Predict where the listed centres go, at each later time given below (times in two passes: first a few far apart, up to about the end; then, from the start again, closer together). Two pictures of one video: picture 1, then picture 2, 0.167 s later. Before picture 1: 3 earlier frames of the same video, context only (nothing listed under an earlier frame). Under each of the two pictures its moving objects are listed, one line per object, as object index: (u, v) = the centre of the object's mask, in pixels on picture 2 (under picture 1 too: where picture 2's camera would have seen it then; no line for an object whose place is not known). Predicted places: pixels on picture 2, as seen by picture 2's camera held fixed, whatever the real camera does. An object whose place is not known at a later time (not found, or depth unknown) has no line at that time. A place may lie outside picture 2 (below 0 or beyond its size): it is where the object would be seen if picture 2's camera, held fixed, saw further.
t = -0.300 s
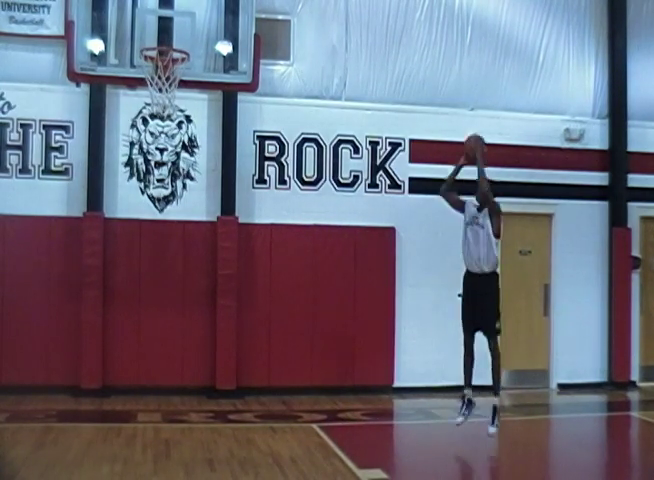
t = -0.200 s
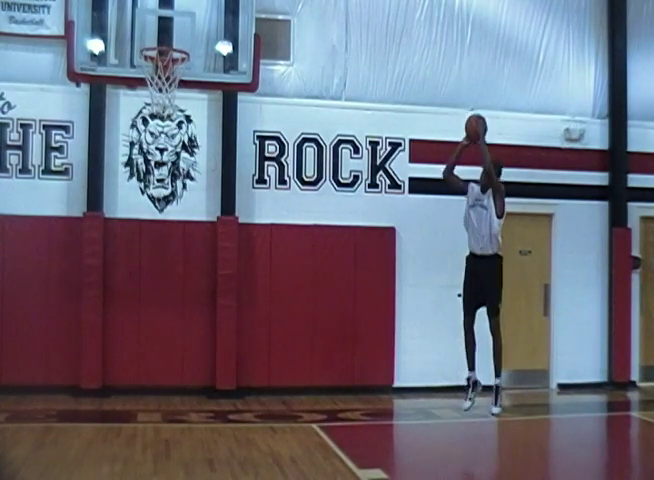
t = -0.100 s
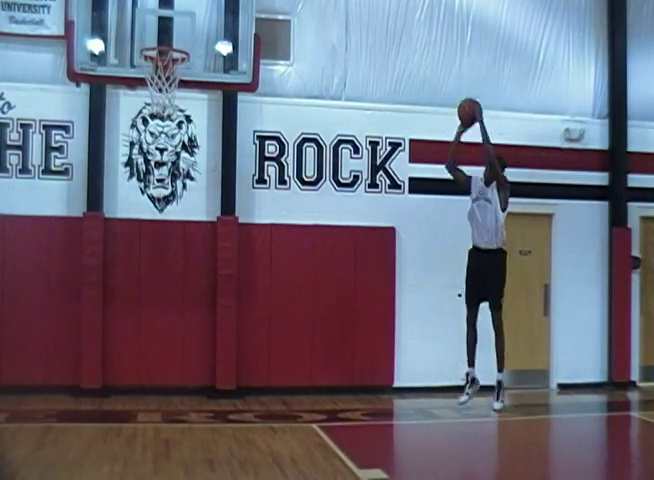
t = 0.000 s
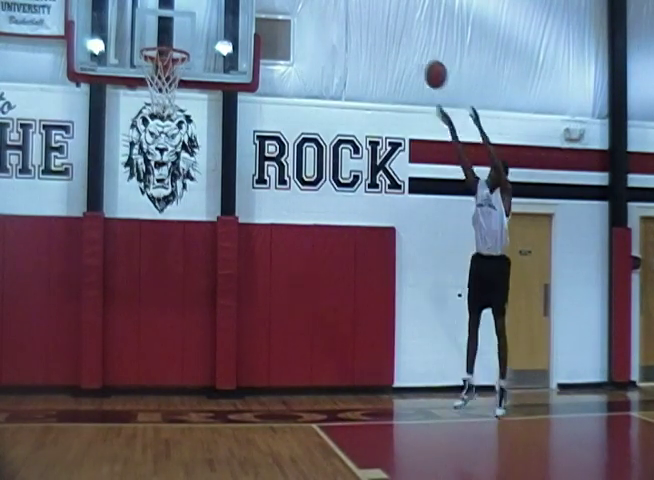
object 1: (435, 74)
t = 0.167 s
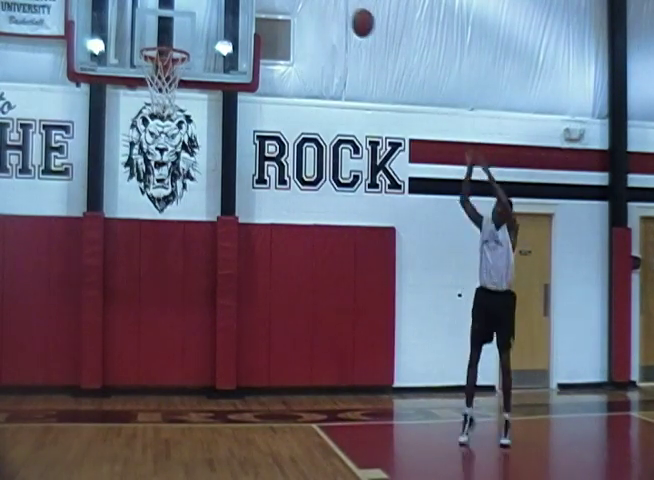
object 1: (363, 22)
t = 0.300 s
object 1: (301, 8)
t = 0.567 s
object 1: (172, 32)
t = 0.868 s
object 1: (237, 36)
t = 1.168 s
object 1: (347, 134)
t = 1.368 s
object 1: (419, 271)
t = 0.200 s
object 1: (347, 16)
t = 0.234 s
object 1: (332, 12)
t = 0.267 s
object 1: (317, 9)
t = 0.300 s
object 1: (301, 8)
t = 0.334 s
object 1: (286, 7)
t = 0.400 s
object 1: (254, 8)
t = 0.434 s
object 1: (238, 9)
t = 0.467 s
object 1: (221, 11)
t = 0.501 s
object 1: (206, 16)
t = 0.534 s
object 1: (189, 23)
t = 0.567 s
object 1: (172, 32)
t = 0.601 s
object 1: (156, 38)
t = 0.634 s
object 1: (155, 39)
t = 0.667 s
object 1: (167, 36)
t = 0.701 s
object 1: (177, 34)
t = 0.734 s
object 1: (190, 32)
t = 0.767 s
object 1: (201, 31)
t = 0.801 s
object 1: (212, 31)
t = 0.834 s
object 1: (226, 32)
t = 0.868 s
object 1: (237, 36)
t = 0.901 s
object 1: (249, 41)
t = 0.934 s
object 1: (261, 48)
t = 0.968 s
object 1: (274, 56)
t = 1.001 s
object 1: (286, 64)
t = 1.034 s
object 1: (298, 75)
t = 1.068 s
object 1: (310, 87)
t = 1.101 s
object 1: (322, 101)
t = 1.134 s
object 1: (334, 117)
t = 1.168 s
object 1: (347, 134)
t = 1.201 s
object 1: (359, 152)
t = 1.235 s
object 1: (371, 173)
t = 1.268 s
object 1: (383, 195)
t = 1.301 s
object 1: (395, 218)
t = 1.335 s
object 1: (407, 243)
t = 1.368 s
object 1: (419, 271)
